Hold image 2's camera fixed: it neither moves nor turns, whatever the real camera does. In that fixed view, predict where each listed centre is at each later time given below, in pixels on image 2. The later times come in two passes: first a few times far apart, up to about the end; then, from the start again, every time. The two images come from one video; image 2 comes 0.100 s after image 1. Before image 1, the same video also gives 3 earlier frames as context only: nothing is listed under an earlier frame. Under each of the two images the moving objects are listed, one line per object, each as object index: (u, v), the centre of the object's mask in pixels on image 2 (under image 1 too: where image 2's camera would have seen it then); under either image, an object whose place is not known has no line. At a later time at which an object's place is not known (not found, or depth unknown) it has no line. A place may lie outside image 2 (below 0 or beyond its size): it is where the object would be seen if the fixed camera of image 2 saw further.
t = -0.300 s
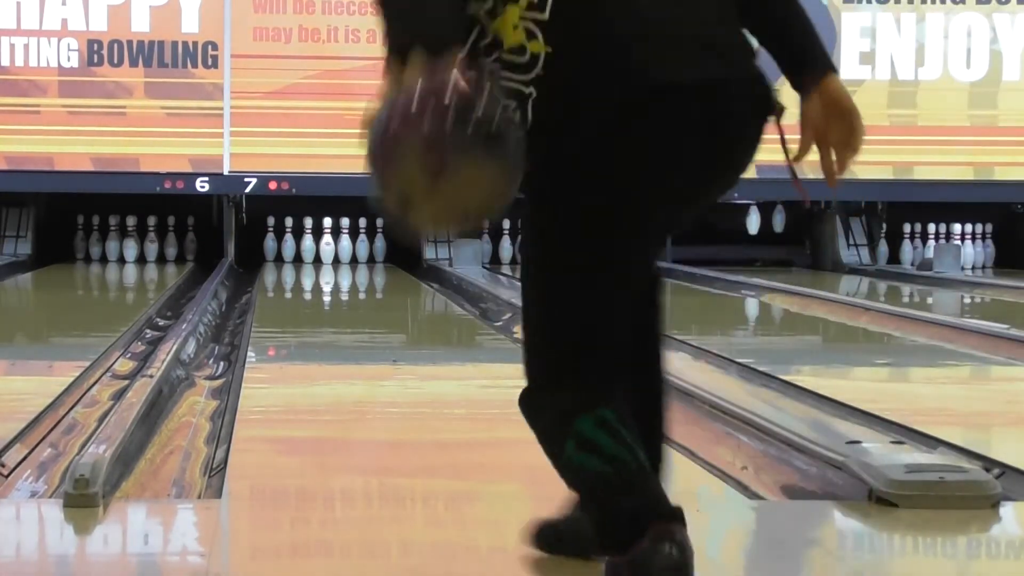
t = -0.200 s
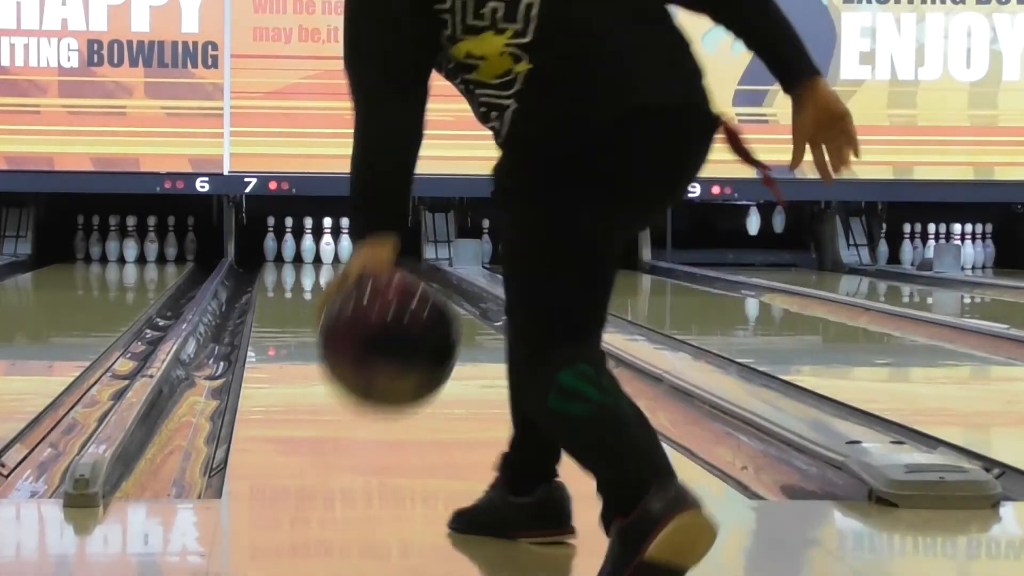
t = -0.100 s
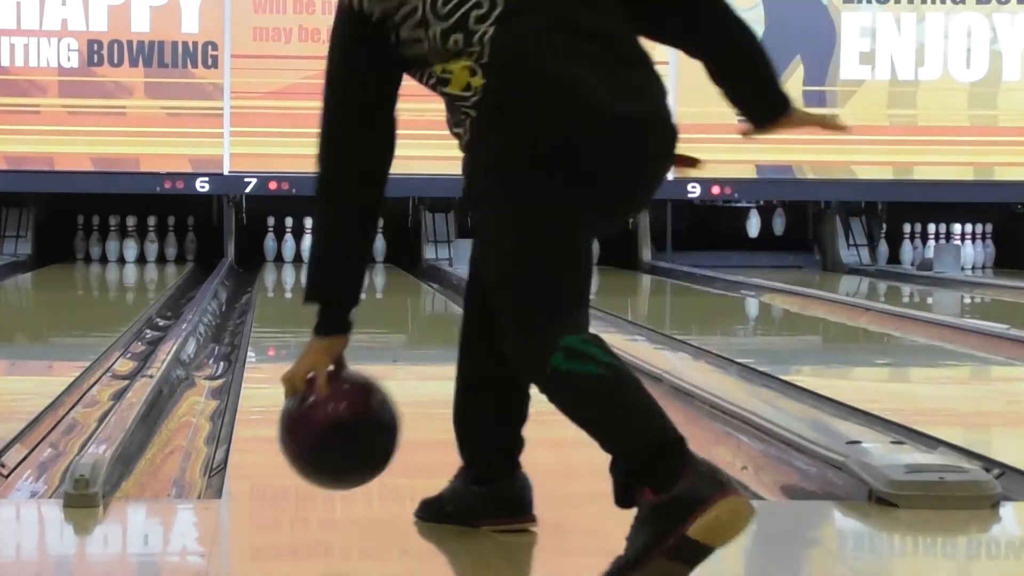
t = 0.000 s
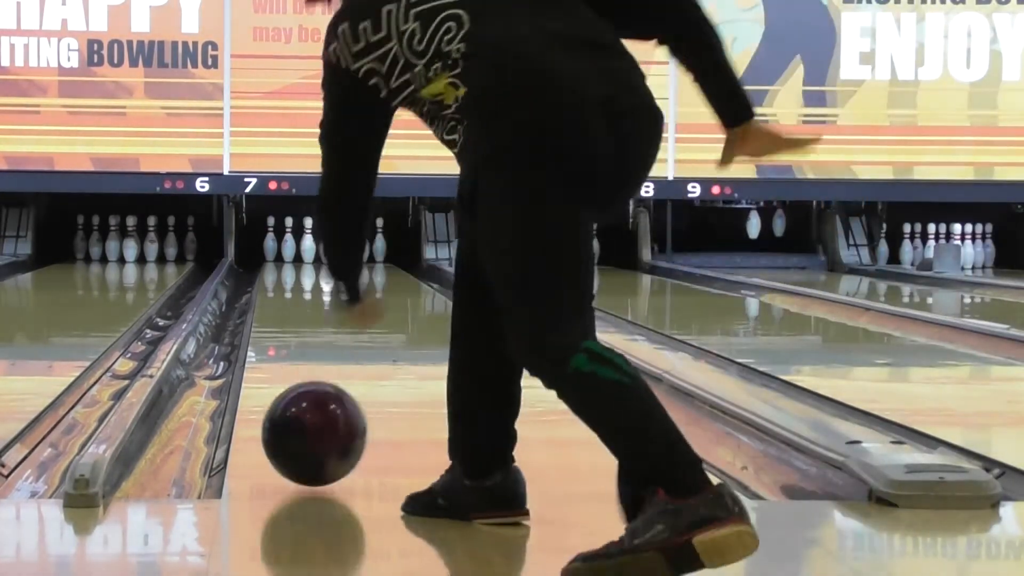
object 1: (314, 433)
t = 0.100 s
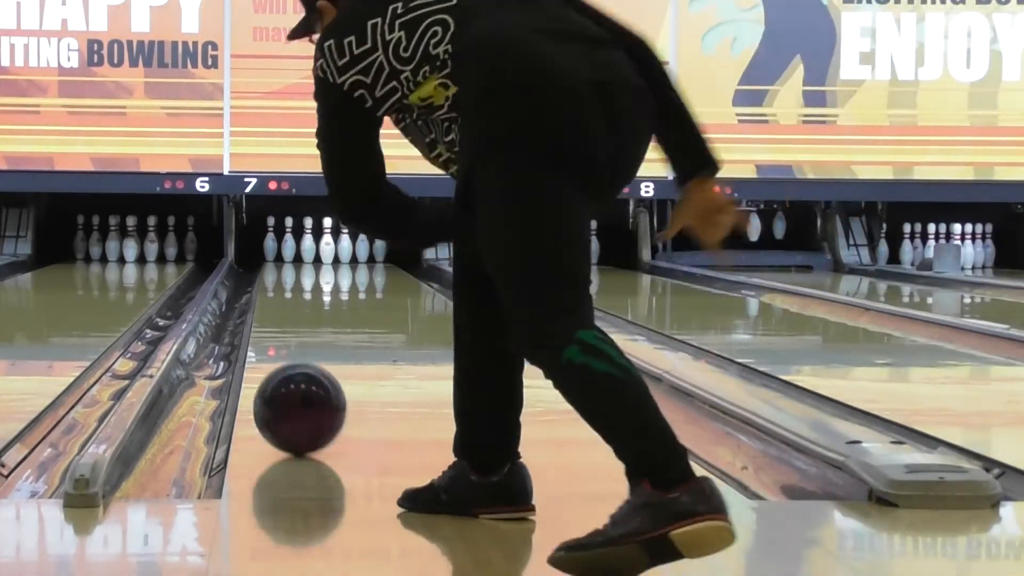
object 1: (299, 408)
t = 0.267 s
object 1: (283, 373)
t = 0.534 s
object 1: (267, 336)
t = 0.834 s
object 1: (258, 309)
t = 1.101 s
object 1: (255, 292)
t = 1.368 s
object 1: (259, 279)
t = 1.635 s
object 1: (264, 270)
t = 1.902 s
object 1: (275, 263)
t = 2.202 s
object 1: (291, 258)
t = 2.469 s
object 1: (304, 253)
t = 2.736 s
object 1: (308, 250)
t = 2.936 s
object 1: (301, 250)
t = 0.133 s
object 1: (296, 401)
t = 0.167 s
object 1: (292, 394)
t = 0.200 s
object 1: (289, 387)
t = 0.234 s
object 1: (286, 380)
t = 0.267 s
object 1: (283, 373)
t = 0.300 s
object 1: (281, 368)
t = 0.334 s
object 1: (278, 362)
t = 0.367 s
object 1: (276, 357)
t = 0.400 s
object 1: (273, 352)
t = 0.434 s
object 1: (271, 348)
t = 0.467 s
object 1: (270, 344)
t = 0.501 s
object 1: (268, 339)
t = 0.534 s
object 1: (267, 336)
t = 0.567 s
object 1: (266, 333)
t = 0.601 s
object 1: (264, 329)
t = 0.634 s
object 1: (263, 325)
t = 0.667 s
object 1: (262, 322)
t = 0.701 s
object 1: (261, 319)
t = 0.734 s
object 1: (260, 316)
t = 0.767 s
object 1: (259, 314)
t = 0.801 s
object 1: (258, 311)
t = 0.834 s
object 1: (258, 309)
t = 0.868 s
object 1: (257, 306)
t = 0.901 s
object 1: (257, 304)
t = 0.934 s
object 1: (256, 302)
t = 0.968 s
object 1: (256, 300)
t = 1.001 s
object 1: (256, 298)
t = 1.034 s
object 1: (256, 296)
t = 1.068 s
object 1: (256, 294)
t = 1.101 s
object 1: (255, 292)
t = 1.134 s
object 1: (256, 290)
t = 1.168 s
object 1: (256, 289)
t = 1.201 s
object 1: (256, 287)
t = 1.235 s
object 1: (256, 285)
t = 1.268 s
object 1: (256, 283)
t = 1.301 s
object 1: (257, 282)
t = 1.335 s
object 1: (258, 281)
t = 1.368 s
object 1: (259, 279)
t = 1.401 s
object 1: (259, 277)
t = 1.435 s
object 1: (259, 277)
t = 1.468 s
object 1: (260, 275)
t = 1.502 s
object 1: (261, 274)
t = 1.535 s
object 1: (262, 273)
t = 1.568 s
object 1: (263, 272)
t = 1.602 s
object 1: (264, 271)
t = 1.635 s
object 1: (264, 270)
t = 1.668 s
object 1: (266, 269)
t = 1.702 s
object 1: (267, 268)
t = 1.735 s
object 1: (269, 267)
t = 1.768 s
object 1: (270, 266)
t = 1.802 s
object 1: (271, 265)
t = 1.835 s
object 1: (272, 265)
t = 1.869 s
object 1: (273, 264)
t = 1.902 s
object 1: (275, 263)
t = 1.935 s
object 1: (278, 262)
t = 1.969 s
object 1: (279, 262)
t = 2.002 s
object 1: (282, 262)
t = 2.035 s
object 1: (283, 261)
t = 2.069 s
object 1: (285, 260)
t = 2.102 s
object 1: (287, 260)
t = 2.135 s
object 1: (289, 259)
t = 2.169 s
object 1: (290, 258)
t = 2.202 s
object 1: (291, 258)
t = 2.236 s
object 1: (293, 256)
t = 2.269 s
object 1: (295, 256)
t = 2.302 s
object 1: (296, 256)
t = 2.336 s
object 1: (298, 255)
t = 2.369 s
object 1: (300, 255)
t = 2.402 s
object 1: (301, 254)
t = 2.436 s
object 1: (303, 254)
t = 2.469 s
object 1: (304, 253)
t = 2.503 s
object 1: (305, 253)
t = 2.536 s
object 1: (307, 252)
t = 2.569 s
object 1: (308, 252)
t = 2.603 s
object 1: (309, 252)
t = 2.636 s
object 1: (310, 251)
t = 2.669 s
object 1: (311, 251)
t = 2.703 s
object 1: (309, 251)
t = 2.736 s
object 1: (308, 250)
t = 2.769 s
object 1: (307, 248)
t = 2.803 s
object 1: (307, 247)
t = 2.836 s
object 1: (304, 250)
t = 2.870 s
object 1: (303, 249)
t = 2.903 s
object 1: (303, 249)
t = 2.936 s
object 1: (301, 250)
